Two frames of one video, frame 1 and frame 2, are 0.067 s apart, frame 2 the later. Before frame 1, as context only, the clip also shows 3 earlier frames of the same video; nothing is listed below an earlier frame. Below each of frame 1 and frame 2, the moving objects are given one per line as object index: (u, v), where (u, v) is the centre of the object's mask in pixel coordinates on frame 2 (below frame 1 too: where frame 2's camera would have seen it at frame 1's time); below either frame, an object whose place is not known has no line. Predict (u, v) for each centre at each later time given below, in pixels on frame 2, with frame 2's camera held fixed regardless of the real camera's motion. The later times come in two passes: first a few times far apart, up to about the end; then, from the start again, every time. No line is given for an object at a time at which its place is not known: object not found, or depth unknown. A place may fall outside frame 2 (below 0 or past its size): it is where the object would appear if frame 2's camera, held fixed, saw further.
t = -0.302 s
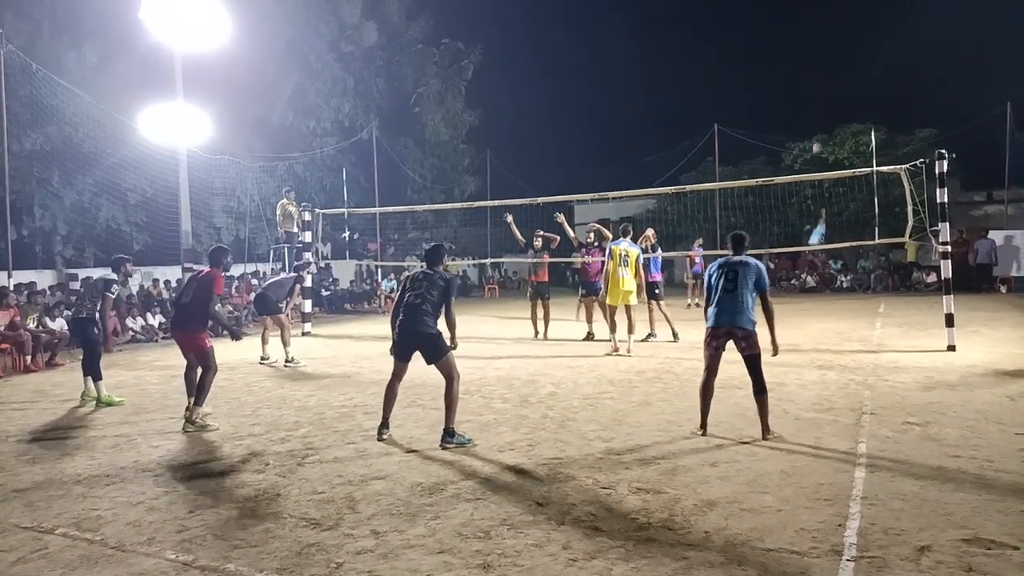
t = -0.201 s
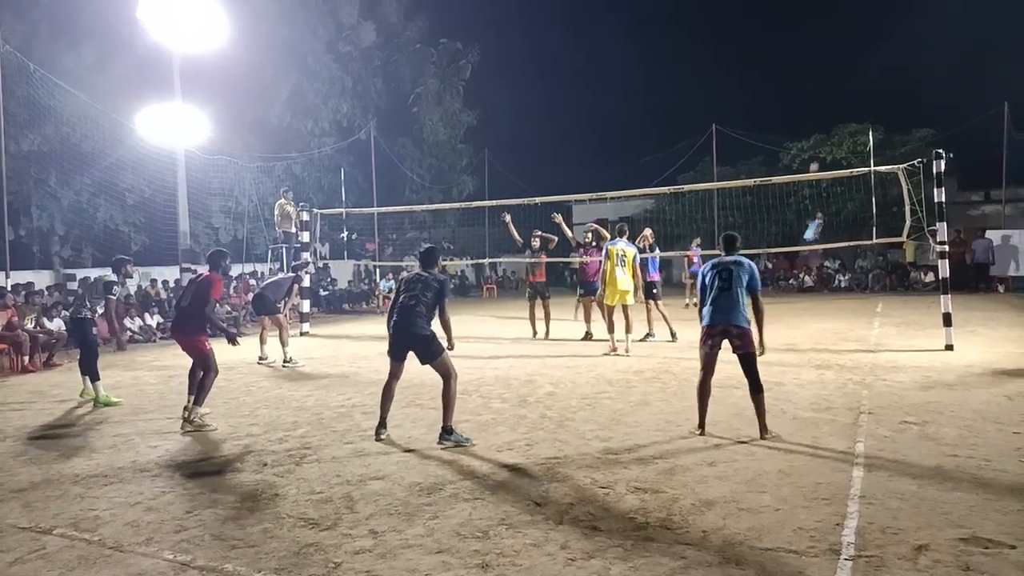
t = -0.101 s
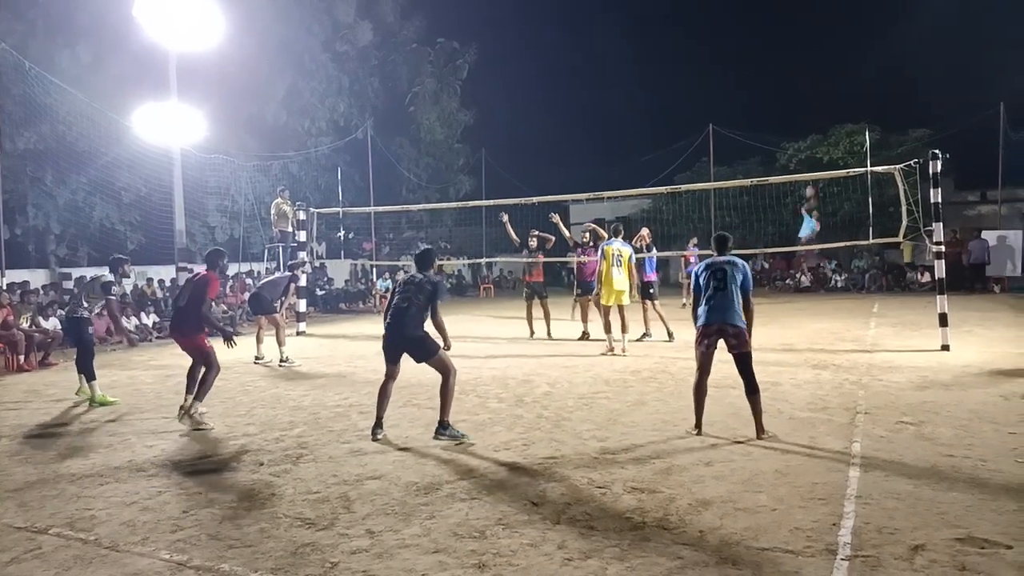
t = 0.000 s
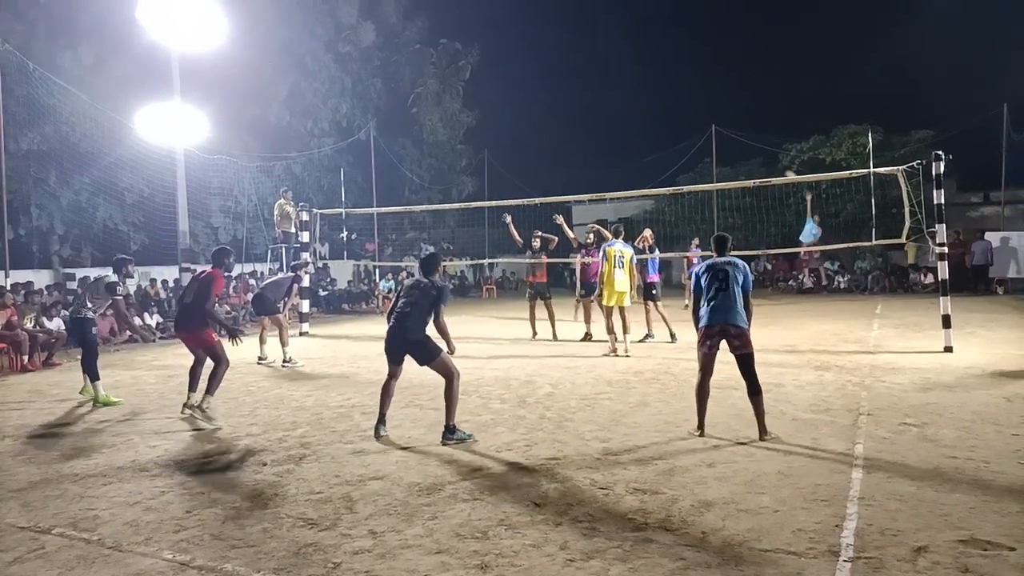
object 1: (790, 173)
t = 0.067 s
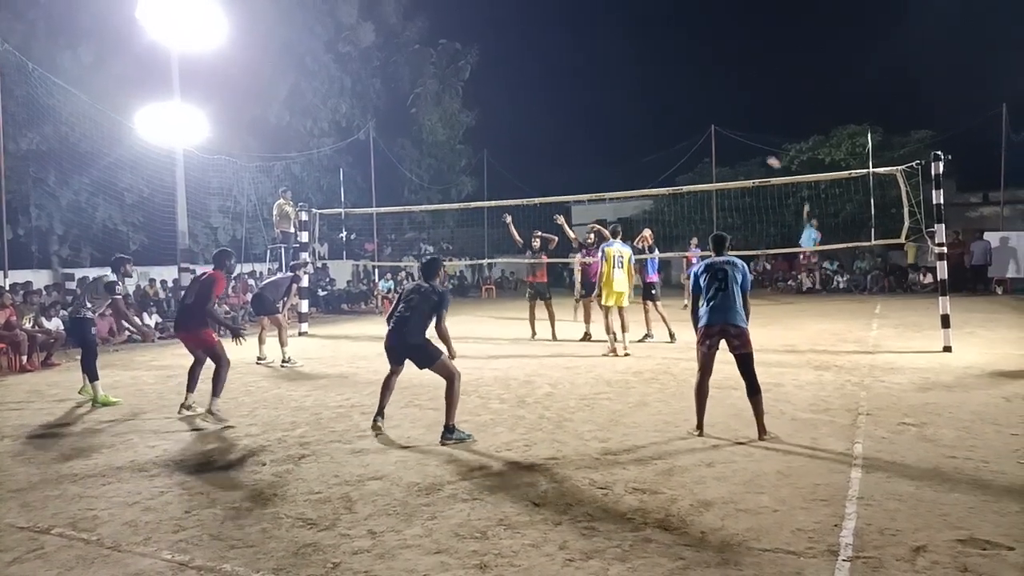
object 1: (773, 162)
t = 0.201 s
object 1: (737, 139)
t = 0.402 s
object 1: (676, 121)
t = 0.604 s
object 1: (608, 123)
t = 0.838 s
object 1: (521, 157)
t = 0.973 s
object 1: (467, 195)
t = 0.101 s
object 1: (765, 156)
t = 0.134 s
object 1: (756, 150)
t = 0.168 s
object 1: (746, 145)
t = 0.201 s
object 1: (737, 139)
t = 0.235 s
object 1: (727, 135)
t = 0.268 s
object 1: (717, 132)
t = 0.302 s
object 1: (707, 128)
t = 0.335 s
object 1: (697, 125)
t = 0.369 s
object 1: (687, 123)
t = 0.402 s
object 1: (676, 121)
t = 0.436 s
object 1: (665, 120)
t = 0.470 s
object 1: (654, 119)
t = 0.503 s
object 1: (643, 119)
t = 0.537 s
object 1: (632, 120)
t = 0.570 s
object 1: (620, 121)
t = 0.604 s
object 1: (608, 123)
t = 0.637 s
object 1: (597, 126)
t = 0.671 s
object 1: (585, 129)
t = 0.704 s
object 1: (572, 133)
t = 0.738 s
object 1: (559, 138)
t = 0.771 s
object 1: (547, 144)
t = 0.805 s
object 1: (534, 150)
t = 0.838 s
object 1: (521, 157)
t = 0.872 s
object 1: (507, 166)
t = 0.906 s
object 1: (493, 175)
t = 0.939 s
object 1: (480, 185)
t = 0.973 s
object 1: (467, 195)
